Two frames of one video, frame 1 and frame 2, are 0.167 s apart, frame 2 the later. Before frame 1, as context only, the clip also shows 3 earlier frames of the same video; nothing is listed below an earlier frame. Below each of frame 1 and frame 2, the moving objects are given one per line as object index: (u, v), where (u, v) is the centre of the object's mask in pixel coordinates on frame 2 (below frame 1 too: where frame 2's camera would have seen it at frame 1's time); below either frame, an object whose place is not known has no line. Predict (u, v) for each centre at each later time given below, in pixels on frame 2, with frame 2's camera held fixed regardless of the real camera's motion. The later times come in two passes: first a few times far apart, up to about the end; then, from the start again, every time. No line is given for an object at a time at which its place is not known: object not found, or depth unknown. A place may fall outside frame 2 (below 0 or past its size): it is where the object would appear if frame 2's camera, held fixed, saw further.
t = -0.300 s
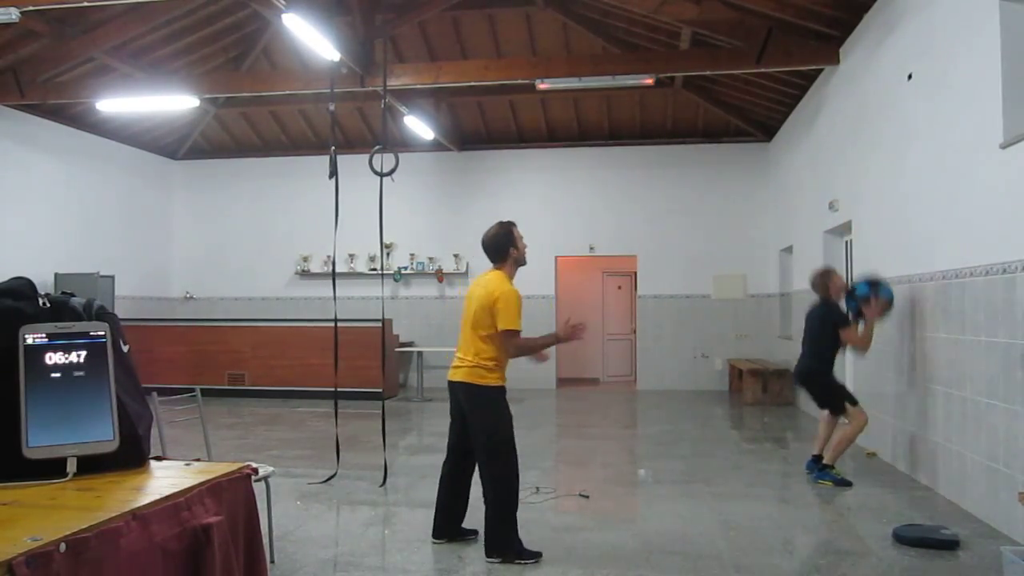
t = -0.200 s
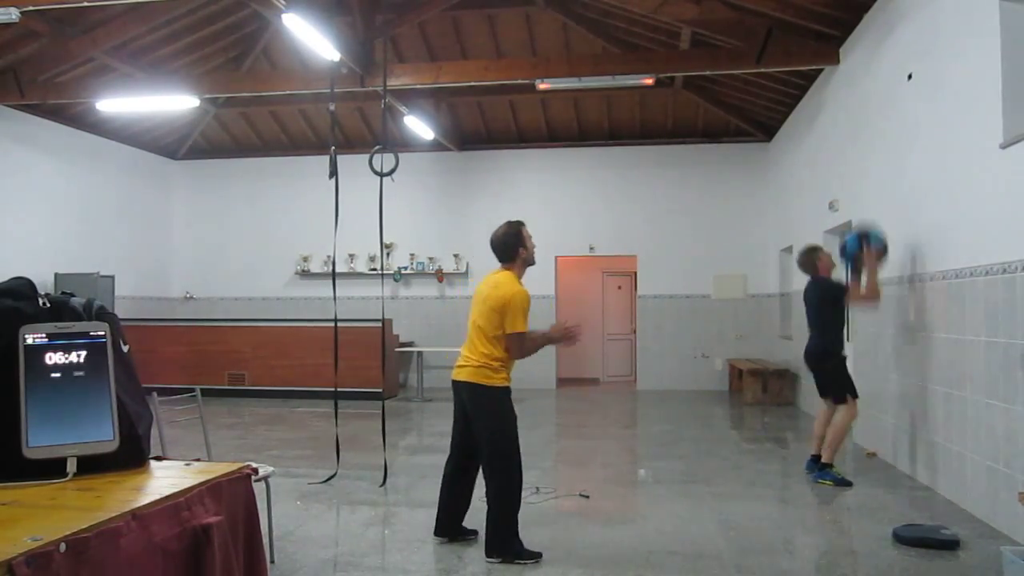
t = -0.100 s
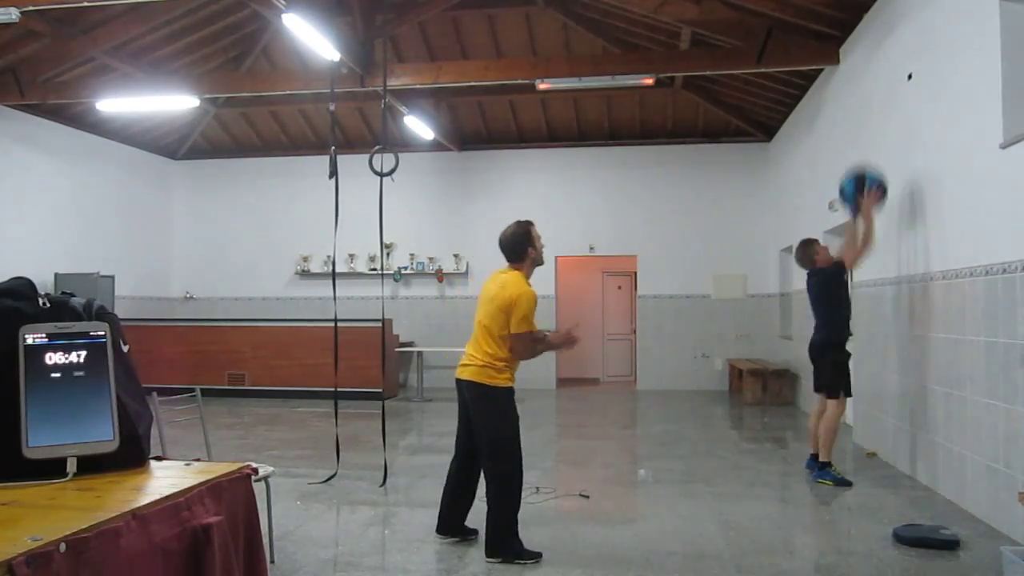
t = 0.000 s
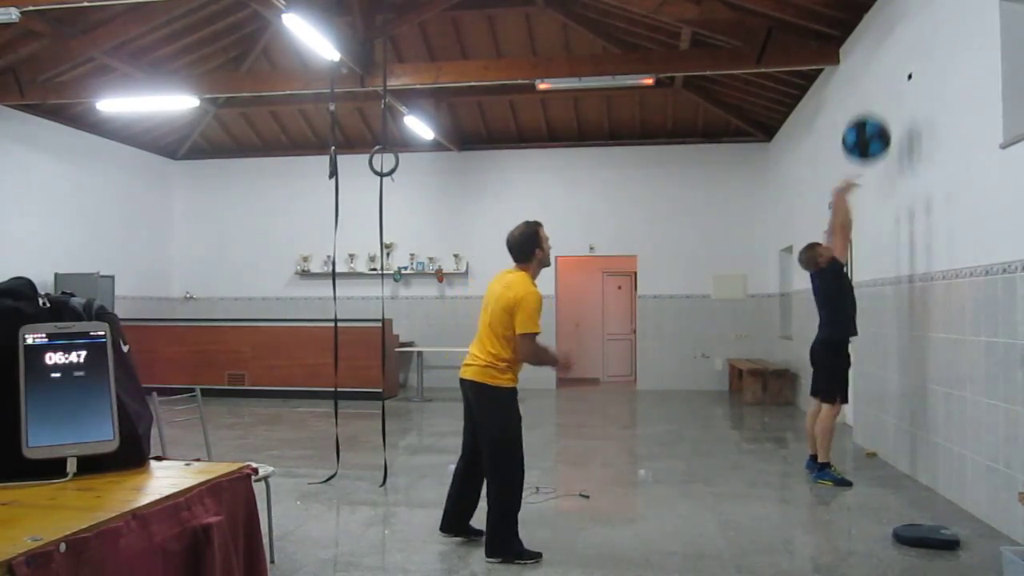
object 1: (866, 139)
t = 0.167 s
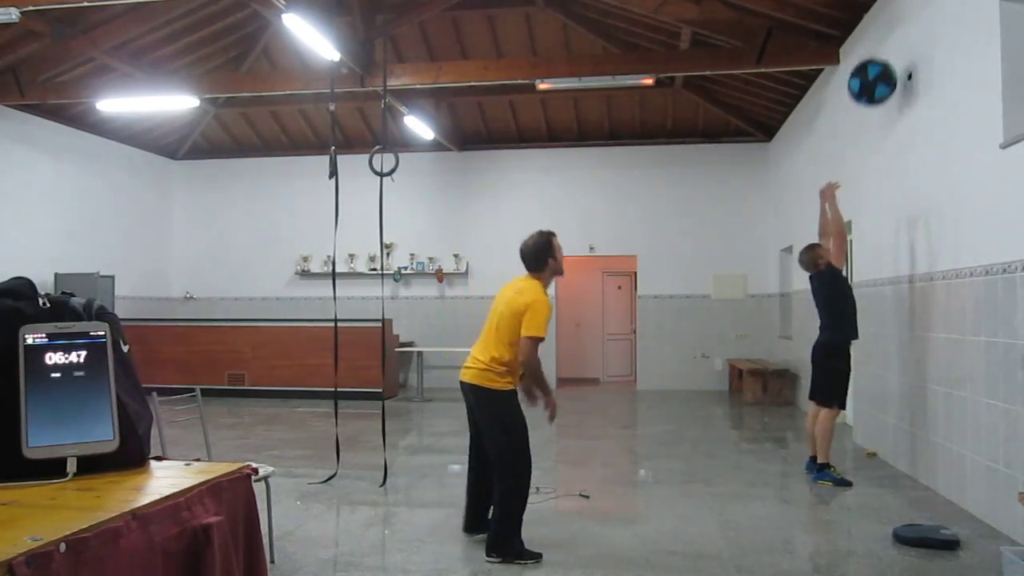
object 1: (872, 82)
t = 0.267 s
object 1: (876, 65)
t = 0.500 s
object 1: (886, 72)
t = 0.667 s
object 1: (882, 112)
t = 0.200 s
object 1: (874, 74)
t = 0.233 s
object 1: (875, 69)
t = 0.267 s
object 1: (876, 65)
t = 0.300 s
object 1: (877, 62)
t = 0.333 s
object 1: (879, 60)
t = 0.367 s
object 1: (880, 60)
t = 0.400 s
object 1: (883, 61)
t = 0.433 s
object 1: (884, 64)
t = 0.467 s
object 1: (885, 67)
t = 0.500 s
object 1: (886, 72)
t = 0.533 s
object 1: (885, 77)
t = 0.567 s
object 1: (885, 84)
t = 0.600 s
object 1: (884, 92)
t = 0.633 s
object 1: (882, 102)
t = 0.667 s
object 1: (882, 112)
